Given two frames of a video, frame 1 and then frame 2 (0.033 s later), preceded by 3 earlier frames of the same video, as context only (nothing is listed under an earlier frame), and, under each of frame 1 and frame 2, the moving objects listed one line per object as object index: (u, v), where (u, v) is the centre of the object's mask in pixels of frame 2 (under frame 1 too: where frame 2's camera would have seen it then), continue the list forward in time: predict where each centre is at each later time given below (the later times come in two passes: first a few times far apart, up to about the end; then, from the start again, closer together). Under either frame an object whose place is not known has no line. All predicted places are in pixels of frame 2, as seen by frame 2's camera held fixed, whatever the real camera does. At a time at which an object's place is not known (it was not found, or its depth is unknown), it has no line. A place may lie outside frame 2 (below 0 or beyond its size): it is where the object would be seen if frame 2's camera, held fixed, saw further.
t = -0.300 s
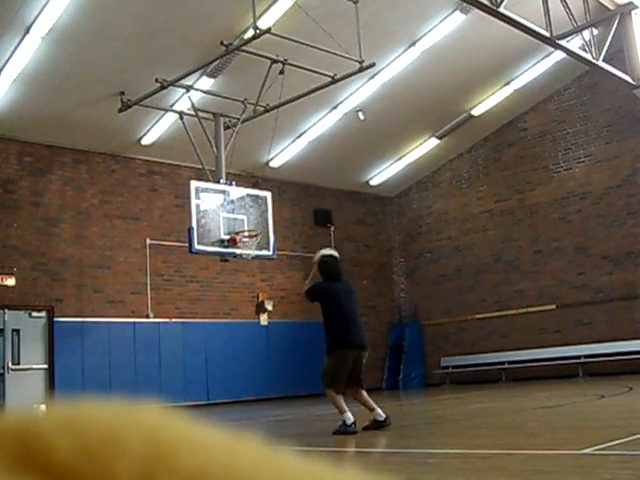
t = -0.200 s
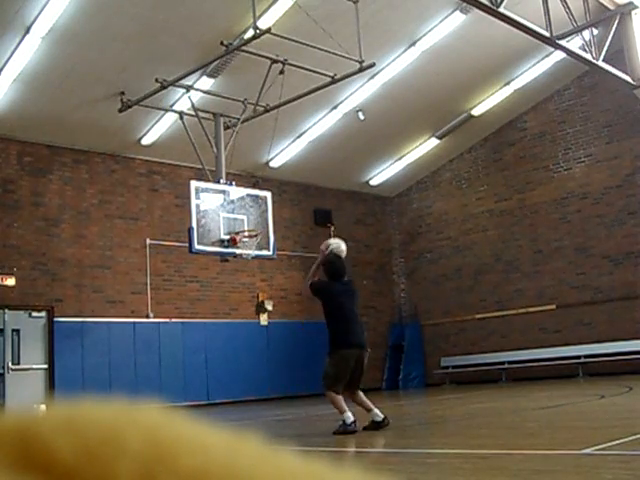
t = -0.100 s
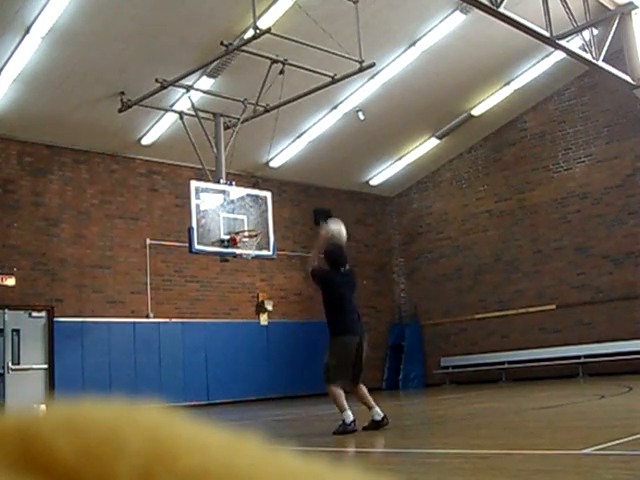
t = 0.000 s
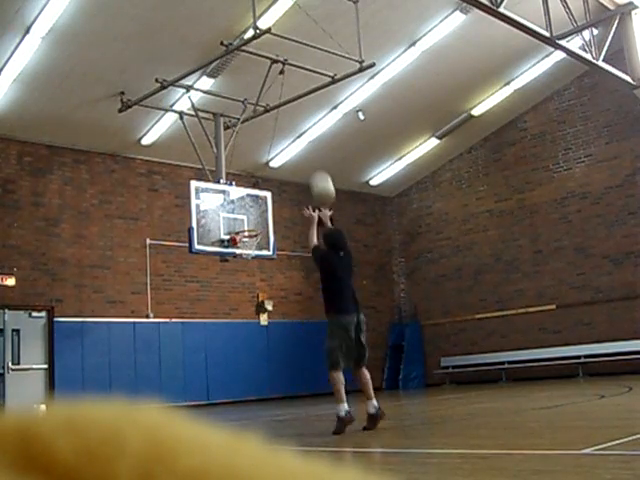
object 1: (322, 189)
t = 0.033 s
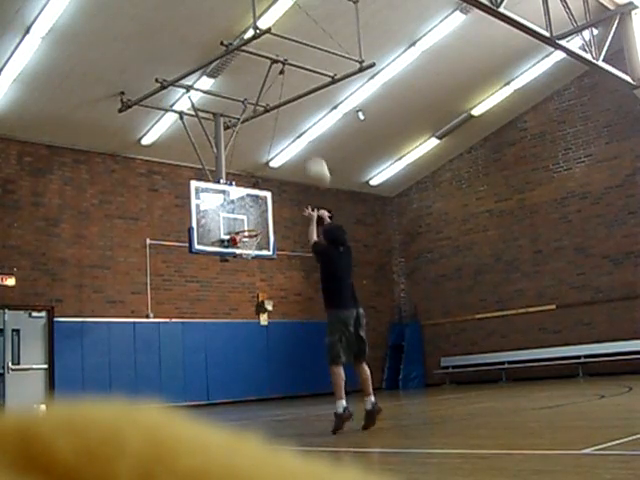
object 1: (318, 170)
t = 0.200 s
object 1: (298, 119)
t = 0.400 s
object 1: (281, 94)
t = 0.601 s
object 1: (268, 98)
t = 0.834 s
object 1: (258, 130)
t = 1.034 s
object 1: (250, 176)
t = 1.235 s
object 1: (249, 225)
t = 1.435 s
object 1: (266, 196)
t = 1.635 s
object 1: (283, 188)
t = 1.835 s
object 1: (307, 203)
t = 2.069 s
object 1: (340, 259)
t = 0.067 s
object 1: (314, 158)
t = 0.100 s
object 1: (311, 151)
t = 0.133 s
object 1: (304, 136)
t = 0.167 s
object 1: (300, 126)
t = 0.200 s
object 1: (298, 119)
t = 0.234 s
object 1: (295, 114)
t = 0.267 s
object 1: (292, 108)
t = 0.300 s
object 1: (289, 103)
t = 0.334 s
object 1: (287, 99)
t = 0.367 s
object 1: (283, 96)
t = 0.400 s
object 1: (281, 94)
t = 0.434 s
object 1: (279, 93)
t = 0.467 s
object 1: (276, 93)
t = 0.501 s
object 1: (275, 93)
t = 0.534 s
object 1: (273, 94)
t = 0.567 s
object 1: (271, 96)
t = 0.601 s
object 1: (268, 98)
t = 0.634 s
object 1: (267, 101)
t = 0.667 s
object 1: (265, 104)
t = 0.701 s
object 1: (263, 108)
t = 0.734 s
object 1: (262, 114)
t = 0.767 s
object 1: (260, 118)
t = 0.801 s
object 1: (259, 124)
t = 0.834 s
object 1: (258, 130)
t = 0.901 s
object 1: (255, 144)
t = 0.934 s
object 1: (254, 150)
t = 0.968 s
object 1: (253, 158)
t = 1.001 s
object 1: (252, 167)
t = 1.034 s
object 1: (250, 176)
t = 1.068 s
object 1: (250, 182)
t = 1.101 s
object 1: (249, 199)
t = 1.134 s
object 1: (247, 204)
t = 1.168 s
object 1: (246, 215)
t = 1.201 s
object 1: (248, 224)
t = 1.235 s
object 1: (249, 225)
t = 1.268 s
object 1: (250, 222)
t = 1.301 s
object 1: (252, 215)
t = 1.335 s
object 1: (256, 210)
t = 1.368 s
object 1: (259, 205)
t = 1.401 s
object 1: (262, 202)
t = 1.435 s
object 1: (266, 196)
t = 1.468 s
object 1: (268, 194)
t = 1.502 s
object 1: (271, 192)
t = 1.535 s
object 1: (274, 189)
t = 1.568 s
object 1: (277, 188)
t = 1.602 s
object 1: (280, 188)
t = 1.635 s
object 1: (283, 188)
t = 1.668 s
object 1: (287, 189)
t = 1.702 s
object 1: (291, 190)
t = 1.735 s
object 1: (294, 192)
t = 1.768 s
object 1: (298, 195)
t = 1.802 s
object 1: (302, 199)
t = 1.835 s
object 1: (307, 203)
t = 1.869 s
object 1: (311, 208)
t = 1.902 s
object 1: (316, 214)
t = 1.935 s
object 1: (320, 222)
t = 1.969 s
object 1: (325, 229)
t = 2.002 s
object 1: (330, 238)
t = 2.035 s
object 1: (335, 247)
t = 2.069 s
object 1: (340, 259)
